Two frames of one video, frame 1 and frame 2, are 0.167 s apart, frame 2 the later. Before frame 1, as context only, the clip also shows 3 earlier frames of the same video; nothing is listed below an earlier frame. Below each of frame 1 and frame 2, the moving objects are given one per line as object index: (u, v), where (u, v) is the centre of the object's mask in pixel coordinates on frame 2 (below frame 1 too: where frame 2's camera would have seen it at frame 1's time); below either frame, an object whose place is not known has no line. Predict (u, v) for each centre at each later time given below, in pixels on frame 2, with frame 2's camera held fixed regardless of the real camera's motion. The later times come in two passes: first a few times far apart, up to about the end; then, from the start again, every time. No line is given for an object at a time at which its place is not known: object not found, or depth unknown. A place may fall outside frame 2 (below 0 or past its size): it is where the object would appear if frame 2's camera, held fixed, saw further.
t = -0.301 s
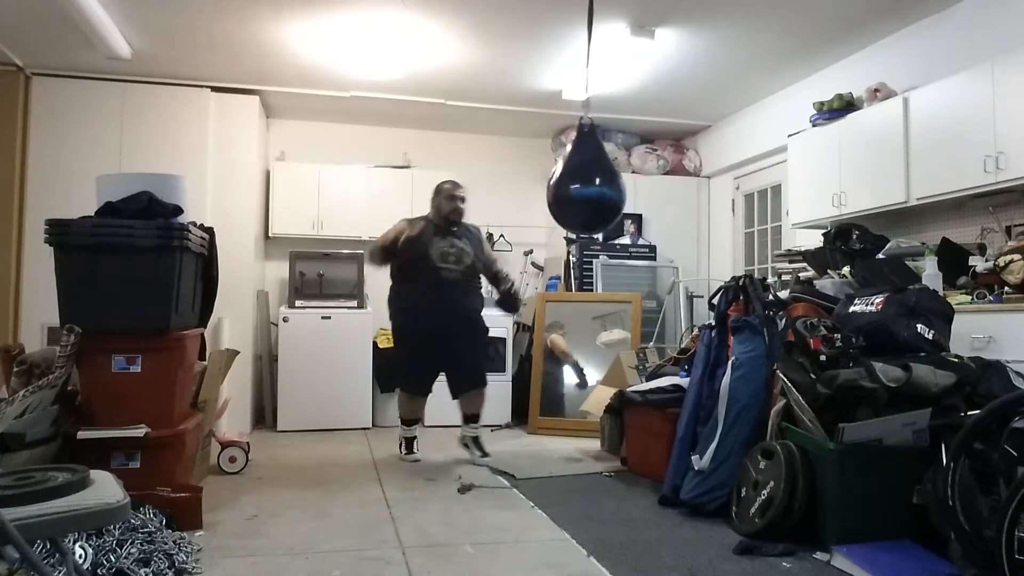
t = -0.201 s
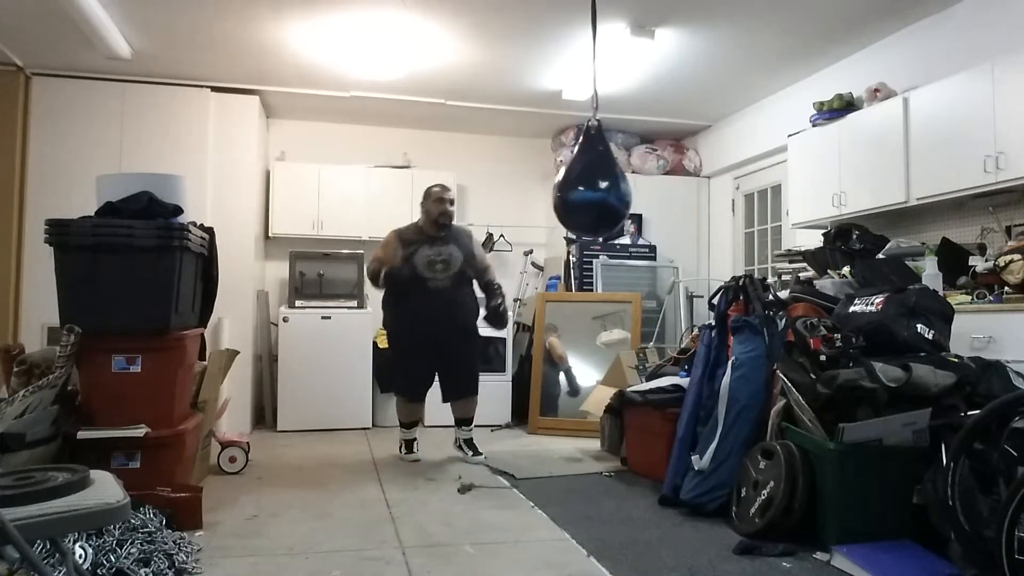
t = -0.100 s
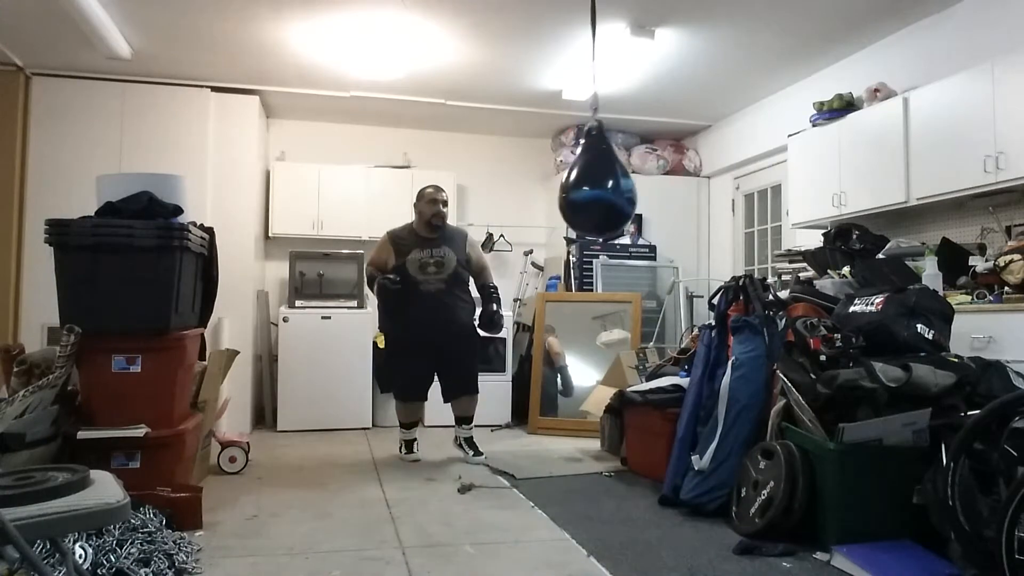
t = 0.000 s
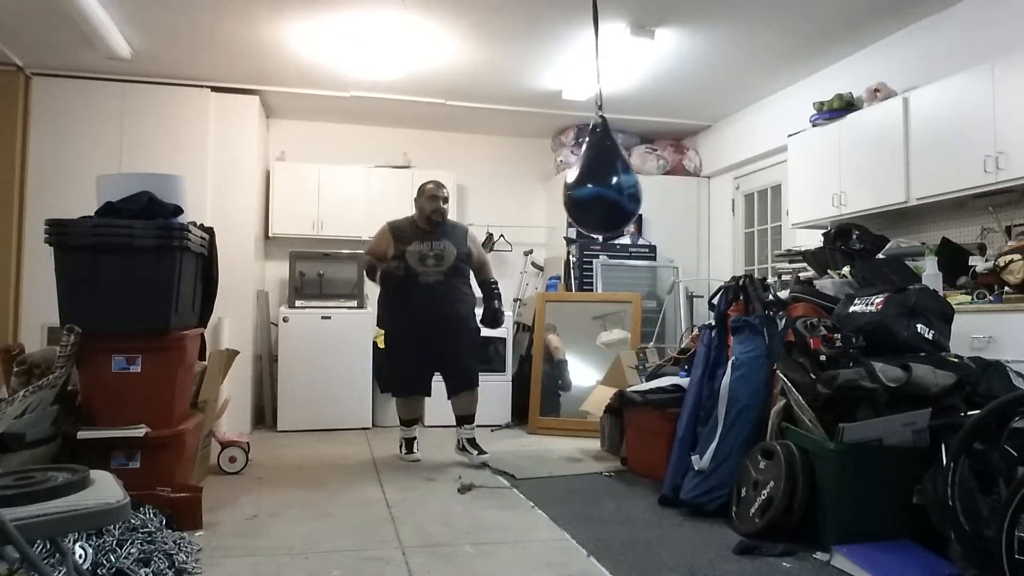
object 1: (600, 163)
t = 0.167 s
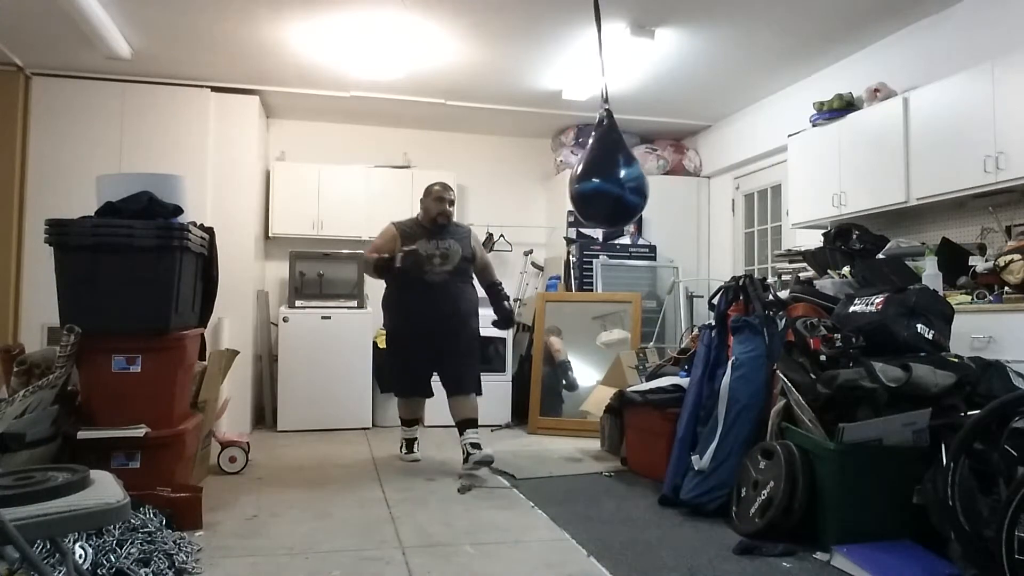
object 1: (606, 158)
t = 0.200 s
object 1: (606, 156)
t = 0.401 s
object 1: (607, 156)
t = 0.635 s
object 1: (601, 159)
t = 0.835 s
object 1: (591, 160)
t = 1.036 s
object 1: (582, 161)
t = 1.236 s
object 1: (576, 164)
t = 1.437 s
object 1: (576, 165)
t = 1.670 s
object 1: (581, 159)
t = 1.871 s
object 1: (591, 162)
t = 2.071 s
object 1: (602, 162)
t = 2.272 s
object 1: (608, 163)
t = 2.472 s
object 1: (607, 165)
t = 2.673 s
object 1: (601, 156)
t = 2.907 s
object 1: (592, 157)
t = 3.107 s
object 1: (583, 162)
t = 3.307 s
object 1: (577, 164)
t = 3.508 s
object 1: (576, 164)
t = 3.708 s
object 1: (580, 161)
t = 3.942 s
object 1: (590, 161)
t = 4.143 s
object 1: (600, 163)
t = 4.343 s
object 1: (607, 162)
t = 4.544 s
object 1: (608, 161)
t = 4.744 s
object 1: (602, 157)
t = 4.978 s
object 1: (591, 161)
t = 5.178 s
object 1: (581, 160)
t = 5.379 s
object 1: (576, 165)
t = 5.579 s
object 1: (576, 167)
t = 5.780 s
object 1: (582, 165)
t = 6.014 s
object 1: (592, 163)
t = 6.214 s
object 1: (601, 163)
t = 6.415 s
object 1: (606, 160)
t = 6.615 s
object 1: (608, 161)
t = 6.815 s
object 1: (602, 160)
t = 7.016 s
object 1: (592, 160)
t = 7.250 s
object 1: (581, 161)
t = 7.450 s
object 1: (577, 164)
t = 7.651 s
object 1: (577, 165)
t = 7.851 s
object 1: (583, 165)
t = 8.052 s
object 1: (591, 164)
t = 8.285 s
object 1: (601, 162)
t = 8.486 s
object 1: (607, 161)
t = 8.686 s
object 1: (605, 157)
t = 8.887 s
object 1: (601, 162)
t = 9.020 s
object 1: (595, 157)
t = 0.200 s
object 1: (606, 156)
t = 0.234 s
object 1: (606, 156)
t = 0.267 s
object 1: (607, 156)
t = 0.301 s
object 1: (607, 156)
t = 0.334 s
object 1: (608, 156)
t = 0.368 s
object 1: (608, 156)
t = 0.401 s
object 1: (607, 156)
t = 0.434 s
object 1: (606, 157)
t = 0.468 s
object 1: (605, 157)
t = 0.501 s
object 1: (605, 159)
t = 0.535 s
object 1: (605, 159)
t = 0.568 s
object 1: (605, 162)
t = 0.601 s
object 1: (602, 159)
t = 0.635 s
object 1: (601, 159)
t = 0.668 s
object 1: (600, 158)
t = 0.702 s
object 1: (599, 161)
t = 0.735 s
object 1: (597, 161)
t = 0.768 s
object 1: (595, 160)
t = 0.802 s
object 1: (593, 160)
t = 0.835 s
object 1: (591, 160)
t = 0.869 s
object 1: (590, 160)
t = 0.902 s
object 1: (589, 160)
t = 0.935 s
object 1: (588, 160)
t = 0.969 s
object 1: (586, 161)
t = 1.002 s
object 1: (584, 161)
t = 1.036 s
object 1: (582, 161)
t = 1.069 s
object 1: (581, 162)
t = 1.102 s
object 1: (580, 160)
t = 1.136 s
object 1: (579, 161)
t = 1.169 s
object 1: (578, 163)
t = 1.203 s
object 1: (577, 163)
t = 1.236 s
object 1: (576, 164)
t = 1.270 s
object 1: (576, 164)
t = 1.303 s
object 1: (576, 165)
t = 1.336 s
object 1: (575, 165)
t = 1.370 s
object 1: (575, 163)
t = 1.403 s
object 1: (575, 165)
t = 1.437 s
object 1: (576, 165)
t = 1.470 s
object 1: (575, 161)
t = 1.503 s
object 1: (576, 160)
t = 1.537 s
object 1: (578, 163)
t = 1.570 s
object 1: (578, 161)
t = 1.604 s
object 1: (579, 161)
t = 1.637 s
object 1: (580, 163)
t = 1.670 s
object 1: (581, 159)
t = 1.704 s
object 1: (584, 163)
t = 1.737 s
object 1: (586, 163)
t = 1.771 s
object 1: (587, 163)
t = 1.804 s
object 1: (588, 161)
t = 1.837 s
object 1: (590, 161)
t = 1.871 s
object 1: (591, 162)
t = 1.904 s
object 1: (593, 162)
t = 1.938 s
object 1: (595, 162)
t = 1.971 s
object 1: (596, 166)
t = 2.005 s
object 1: (598, 165)
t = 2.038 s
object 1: (600, 165)
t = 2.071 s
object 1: (602, 162)
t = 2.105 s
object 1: (604, 161)
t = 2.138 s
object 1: (604, 162)
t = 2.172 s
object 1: (605, 163)
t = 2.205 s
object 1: (606, 163)
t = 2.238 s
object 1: (608, 161)
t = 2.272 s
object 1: (608, 163)
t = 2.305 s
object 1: (609, 162)
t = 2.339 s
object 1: (608, 163)
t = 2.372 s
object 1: (608, 163)
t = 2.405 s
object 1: (609, 158)
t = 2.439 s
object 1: (608, 165)
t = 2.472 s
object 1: (607, 165)
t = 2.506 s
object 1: (607, 163)
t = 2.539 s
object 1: (606, 162)
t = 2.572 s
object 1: (604, 157)
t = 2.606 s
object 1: (605, 162)
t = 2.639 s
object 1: (603, 157)
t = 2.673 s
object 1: (601, 156)
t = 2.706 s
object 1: (600, 156)
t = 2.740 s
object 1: (599, 156)
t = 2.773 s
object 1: (598, 156)
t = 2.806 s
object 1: (597, 156)
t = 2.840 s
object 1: (595, 156)
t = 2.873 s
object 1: (593, 160)
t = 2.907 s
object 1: (592, 157)
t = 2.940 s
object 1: (590, 161)
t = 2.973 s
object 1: (589, 161)
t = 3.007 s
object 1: (587, 161)
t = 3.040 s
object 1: (586, 162)
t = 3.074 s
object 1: (584, 162)
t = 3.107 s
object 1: (583, 162)
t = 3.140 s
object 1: (580, 160)
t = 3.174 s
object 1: (579, 161)
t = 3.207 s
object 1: (579, 161)
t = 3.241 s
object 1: (578, 163)
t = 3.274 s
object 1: (578, 163)
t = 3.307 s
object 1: (577, 164)
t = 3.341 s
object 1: (576, 164)
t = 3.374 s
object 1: (576, 164)
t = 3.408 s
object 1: (576, 164)
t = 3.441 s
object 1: (576, 164)
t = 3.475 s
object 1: (576, 164)
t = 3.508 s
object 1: (576, 164)
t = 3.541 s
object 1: (576, 164)
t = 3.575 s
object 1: (577, 164)
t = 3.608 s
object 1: (578, 164)
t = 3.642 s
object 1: (579, 164)
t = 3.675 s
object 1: (580, 164)
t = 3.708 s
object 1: (580, 161)
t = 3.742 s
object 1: (582, 161)
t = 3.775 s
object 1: (584, 165)
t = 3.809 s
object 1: (585, 165)
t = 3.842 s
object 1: (586, 164)
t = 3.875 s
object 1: (587, 162)
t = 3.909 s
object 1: (589, 162)
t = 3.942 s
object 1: (590, 161)
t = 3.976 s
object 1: (592, 161)
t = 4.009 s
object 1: (594, 161)
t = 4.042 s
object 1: (596, 162)
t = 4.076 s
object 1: (597, 163)
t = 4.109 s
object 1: (598, 163)
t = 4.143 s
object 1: (600, 163)
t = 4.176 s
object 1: (602, 163)
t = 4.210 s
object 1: (603, 163)
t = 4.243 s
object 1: (605, 160)
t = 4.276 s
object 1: (605, 162)
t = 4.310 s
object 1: (606, 162)
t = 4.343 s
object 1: (607, 162)
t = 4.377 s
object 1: (607, 160)
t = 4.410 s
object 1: (608, 161)
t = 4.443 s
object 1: (608, 161)
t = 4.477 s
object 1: (608, 161)
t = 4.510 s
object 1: (609, 158)
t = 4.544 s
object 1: (608, 161)
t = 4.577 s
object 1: (608, 160)
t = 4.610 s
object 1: (608, 158)
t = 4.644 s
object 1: (607, 158)
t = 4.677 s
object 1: (605, 158)
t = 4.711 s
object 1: (603, 158)
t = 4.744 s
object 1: (602, 157)
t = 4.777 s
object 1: (600, 157)
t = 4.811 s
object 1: (600, 160)
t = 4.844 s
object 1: (598, 160)
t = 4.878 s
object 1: (596, 160)
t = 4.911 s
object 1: (595, 160)
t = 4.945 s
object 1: (593, 160)
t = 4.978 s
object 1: (591, 161)
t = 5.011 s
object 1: (589, 161)
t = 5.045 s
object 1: (587, 159)
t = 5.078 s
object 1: (586, 162)
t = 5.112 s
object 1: (585, 160)
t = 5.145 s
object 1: (583, 160)
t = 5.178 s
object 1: (581, 160)
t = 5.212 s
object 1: (579, 160)
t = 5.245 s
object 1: (578, 160)
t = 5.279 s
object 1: (577, 159)
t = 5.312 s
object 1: (575, 158)
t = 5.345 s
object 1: (577, 163)
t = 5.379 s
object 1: (576, 165)
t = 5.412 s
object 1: (576, 166)
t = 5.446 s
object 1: (575, 166)
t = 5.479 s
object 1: (574, 161)
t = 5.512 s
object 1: (574, 161)
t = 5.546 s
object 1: (575, 165)
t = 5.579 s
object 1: (576, 167)
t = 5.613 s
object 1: (577, 167)
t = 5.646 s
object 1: (577, 167)
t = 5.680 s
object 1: (578, 165)
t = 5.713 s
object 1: (578, 166)
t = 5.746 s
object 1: (580, 165)
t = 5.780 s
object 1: (582, 165)
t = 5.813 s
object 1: (583, 166)
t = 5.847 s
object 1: (585, 165)
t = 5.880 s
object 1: (587, 165)
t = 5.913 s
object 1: (588, 166)
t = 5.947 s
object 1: (590, 163)
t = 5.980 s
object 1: (590, 166)
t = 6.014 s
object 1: (592, 163)
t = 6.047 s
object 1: (594, 163)
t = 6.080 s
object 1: (595, 164)
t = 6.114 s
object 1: (596, 164)
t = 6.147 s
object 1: (598, 164)
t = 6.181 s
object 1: (599, 163)
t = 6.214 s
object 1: (601, 163)
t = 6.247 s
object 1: (602, 164)
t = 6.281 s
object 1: (603, 163)
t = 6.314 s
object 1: (605, 163)
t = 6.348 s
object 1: (606, 163)
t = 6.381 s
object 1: (607, 162)
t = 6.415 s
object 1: (606, 160)
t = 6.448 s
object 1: (608, 162)
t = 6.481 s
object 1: (607, 160)
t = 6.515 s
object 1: (609, 162)
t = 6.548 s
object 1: (608, 160)
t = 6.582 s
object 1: (607, 159)
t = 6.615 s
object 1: (608, 161)
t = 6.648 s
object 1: (606, 159)
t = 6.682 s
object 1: (607, 161)
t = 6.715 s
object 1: (606, 161)
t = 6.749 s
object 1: (605, 161)
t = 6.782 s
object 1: (603, 161)
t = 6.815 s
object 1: (602, 160)
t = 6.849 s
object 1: (600, 161)
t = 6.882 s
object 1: (599, 161)
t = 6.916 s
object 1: (597, 161)
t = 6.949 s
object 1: (596, 160)
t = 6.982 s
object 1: (594, 160)
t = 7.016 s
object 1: (592, 160)
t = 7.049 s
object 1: (590, 160)
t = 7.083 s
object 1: (589, 161)
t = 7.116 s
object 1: (588, 162)
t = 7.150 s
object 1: (586, 162)
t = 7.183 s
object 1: (584, 160)
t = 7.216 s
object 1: (582, 161)
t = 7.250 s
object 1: (581, 161)
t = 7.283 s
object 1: (580, 161)
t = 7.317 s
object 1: (579, 161)
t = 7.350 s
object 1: (578, 161)
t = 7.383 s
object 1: (578, 164)
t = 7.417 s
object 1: (577, 164)
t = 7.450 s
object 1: (577, 164)
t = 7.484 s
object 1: (577, 164)
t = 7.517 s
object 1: (577, 165)
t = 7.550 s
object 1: (577, 165)
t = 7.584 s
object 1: (576, 165)
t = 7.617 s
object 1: (577, 166)
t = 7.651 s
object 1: (577, 165)
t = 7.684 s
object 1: (578, 166)
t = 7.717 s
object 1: (578, 166)
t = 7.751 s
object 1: (579, 166)
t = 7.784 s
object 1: (580, 165)
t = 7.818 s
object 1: (581, 165)
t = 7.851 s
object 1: (583, 165)
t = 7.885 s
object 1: (584, 165)
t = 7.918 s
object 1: (585, 162)
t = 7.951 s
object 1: (586, 165)
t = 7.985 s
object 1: (587, 165)
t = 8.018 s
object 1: (589, 165)
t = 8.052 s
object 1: (591, 164)
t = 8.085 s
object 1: (593, 162)
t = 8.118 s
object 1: (594, 162)
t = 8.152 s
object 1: (595, 164)
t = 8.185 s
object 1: (597, 164)
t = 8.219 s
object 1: (599, 165)
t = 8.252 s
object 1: (600, 163)
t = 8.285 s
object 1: (601, 162)
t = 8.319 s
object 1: (602, 163)
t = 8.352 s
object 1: (602, 161)
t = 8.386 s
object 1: (604, 162)
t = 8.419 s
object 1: (606, 161)
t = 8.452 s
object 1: (605, 161)
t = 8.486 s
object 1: (607, 161)
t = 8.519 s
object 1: (607, 163)
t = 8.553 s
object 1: (607, 164)
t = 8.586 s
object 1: (607, 164)
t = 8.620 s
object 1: (607, 164)
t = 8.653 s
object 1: (607, 164)
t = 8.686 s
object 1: (605, 157)
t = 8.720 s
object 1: (604, 157)
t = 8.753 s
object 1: (603, 157)
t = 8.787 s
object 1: (603, 157)
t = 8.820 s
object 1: (602, 157)
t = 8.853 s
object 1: (600, 157)
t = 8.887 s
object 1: (601, 162)
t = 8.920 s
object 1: (599, 157)
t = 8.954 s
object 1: (598, 157)
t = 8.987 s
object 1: (595, 156)
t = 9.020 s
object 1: (595, 157)
